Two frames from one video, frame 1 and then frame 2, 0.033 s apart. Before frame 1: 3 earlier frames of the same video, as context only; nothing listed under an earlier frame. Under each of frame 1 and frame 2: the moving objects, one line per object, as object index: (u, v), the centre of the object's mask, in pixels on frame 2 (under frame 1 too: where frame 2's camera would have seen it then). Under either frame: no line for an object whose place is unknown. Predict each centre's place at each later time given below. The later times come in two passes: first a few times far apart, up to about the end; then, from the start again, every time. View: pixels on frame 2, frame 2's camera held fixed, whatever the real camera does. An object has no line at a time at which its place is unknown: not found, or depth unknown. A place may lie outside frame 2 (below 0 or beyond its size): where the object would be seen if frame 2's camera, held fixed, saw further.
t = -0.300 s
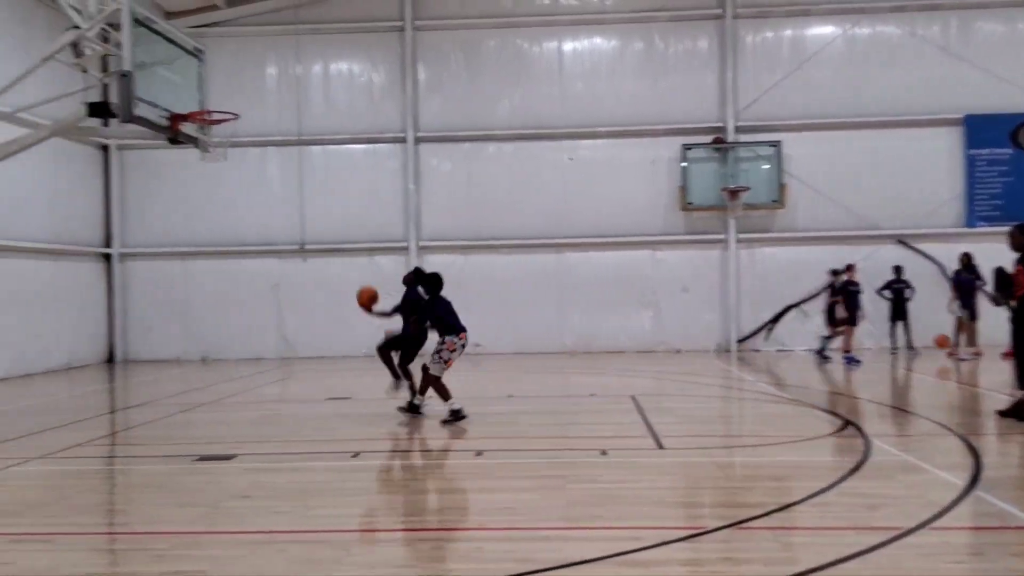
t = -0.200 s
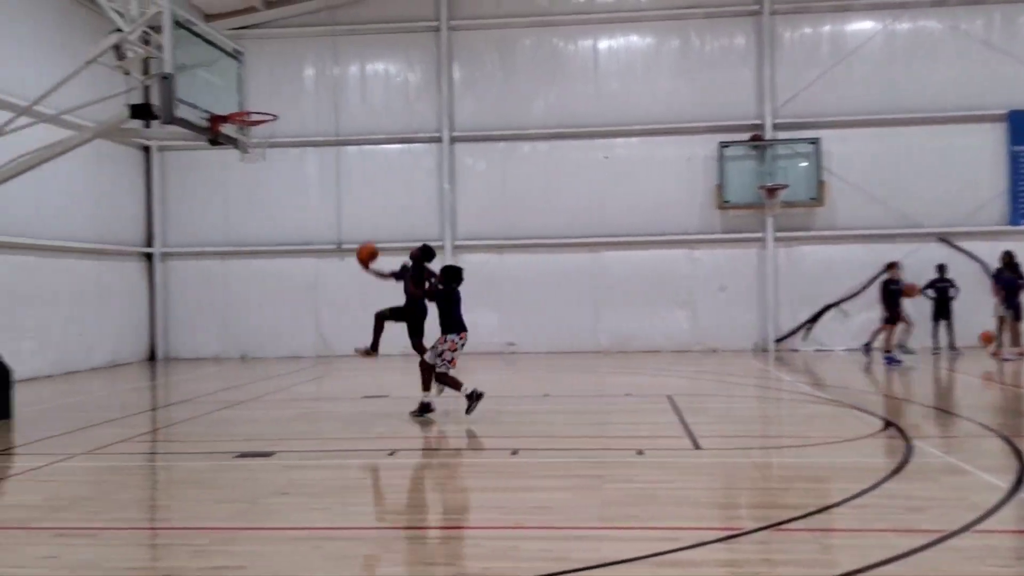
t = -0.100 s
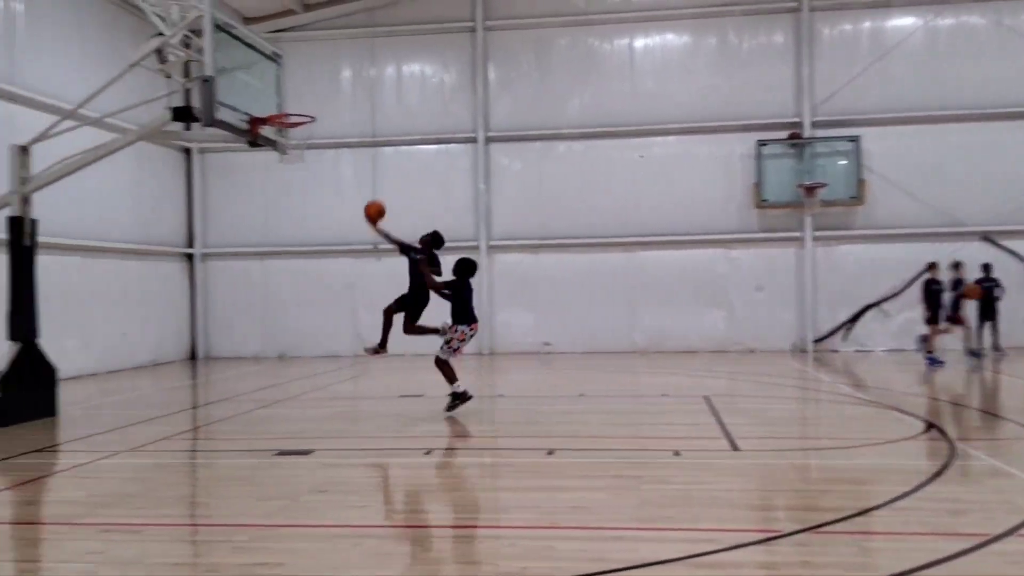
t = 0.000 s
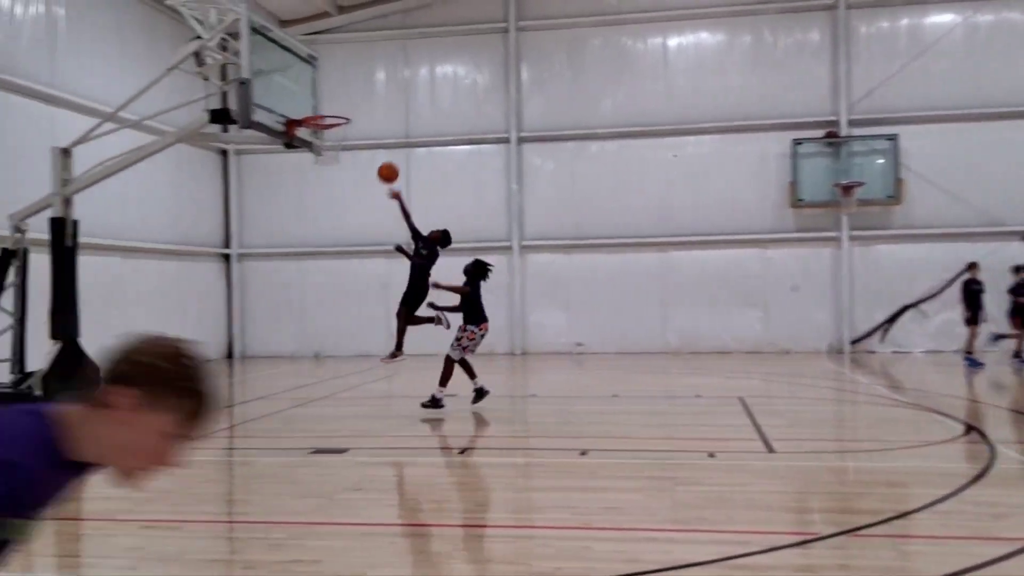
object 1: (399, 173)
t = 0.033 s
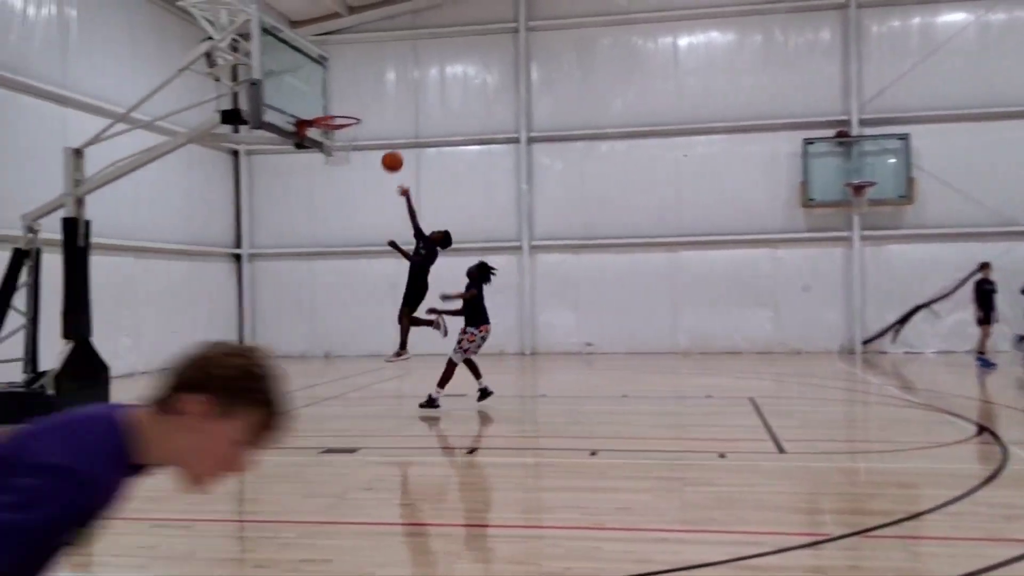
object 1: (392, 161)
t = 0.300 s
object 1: (344, 104)
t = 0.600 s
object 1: (332, 101)
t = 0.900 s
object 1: (353, 144)
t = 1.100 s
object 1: (342, 171)
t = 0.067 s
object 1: (386, 152)
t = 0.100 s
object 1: (380, 141)
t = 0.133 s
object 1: (374, 133)
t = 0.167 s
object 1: (368, 125)
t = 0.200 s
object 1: (362, 118)
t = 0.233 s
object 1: (356, 112)
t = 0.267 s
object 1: (350, 107)
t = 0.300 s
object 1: (344, 104)
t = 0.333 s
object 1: (338, 101)
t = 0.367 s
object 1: (332, 99)
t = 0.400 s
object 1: (326, 98)
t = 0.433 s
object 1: (320, 98)
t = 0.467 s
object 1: (319, 97)
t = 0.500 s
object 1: (322, 97)
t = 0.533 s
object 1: (325, 97)
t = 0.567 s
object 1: (328, 98)
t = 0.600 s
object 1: (332, 101)
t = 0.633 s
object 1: (335, 104)
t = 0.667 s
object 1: (339, 108)
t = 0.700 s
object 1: (342, 114)
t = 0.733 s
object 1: (346, 121)
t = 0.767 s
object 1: (349, 129)
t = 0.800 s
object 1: (352, 135)
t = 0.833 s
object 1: (353, 139)
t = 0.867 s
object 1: (354, 142)
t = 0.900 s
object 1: (353, 144)
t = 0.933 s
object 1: (352, 146)
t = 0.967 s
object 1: (350, 149)
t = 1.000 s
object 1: (348, 153)
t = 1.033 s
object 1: (347, 158)
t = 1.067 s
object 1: (344, 164)
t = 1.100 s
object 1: (342, 171)
